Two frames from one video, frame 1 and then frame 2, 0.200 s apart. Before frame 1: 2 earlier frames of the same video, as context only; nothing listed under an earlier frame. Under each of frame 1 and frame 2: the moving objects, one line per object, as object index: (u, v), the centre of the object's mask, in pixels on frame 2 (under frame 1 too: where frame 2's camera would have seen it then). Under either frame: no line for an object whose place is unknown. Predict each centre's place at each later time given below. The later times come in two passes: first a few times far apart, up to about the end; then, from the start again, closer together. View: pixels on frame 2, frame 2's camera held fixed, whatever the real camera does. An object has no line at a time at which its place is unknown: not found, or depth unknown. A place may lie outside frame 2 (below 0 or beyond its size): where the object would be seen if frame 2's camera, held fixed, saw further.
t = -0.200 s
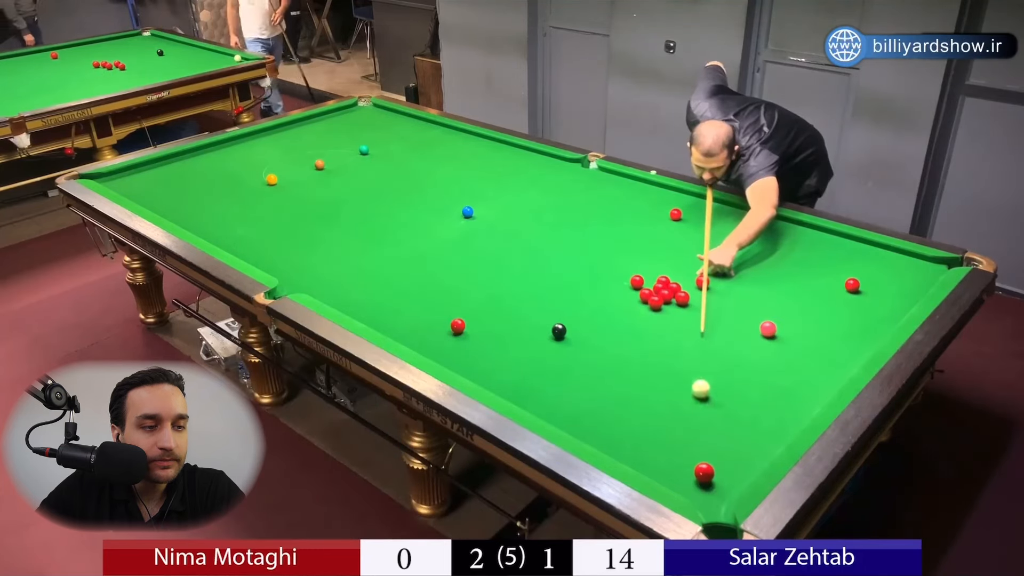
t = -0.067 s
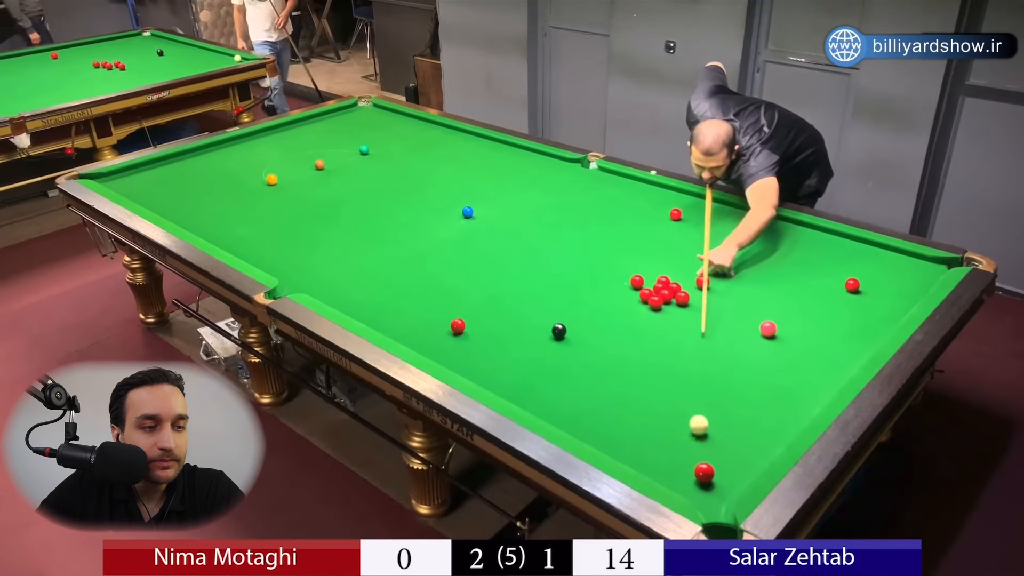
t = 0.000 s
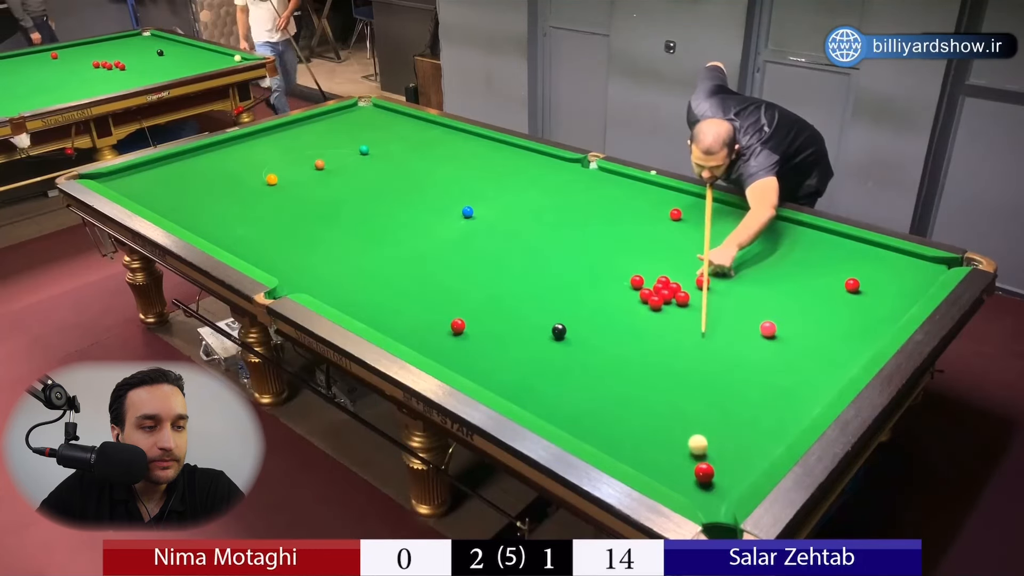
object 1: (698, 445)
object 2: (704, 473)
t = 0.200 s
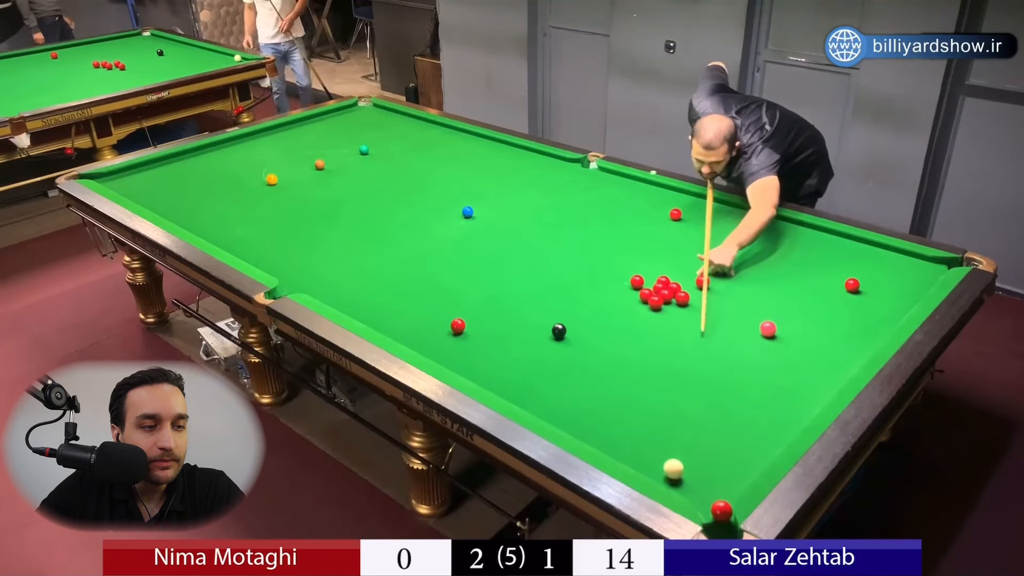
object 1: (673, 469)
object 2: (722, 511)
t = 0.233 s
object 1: (669, 472)
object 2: (720, 517)
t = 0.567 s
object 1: (662, 455)
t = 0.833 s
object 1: (666, 434)
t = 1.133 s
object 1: (670, 413)
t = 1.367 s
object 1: (672, 399)
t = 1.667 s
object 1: (675, 384)
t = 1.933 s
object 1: (677, 372)
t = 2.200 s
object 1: (679, 362)
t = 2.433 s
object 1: (680, 354)
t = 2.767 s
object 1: (682, 345)
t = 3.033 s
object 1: (684, 339)
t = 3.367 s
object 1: (687, 334)
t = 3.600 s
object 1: (688, 331)
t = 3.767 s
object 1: (689, 330)
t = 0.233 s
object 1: (669, 472)
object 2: (720, 517)
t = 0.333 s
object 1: (660, 476)
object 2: (715, 533)
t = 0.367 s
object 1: (659, 473)
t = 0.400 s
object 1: (660, 470)
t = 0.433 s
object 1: (660, 467)
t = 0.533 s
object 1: (662, 458)
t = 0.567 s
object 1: (662, 455)
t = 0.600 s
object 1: (663, 452)
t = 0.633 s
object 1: (663, 449)
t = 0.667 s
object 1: (664, 447)
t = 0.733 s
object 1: (665, 441)
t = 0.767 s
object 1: (665, 439)
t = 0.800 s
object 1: (666, 436)
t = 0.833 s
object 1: (666, 434)
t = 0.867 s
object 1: (666, 431)
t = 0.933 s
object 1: (667, 427)
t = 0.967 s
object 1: (668, 424)
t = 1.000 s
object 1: (668, 422)
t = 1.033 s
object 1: (668, 420)
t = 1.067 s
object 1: (669, 417)
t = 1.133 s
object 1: (670, 413)
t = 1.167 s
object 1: (670, 411)
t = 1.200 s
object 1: (670, 409)
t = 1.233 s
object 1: (671, 407)
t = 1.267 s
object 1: (671, 405)
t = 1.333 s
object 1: (672, 401)
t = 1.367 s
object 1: (672, 399)
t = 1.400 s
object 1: (672, 397)
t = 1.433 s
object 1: (673, 396)
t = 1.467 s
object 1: (673, 394)
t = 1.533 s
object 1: (674, 390)
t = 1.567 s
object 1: (674, 389)
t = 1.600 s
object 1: (674, 387)
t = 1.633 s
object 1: (675, 385)
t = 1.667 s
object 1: (675, 384)
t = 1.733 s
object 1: (675, 381)
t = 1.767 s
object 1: (676, 379)
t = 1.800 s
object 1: (676, 378)
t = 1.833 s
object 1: (676, 376)
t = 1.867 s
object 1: (676, 375)
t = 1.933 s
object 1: (677, 372)
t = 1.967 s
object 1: (677, 371)
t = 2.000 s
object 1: (677, 369)
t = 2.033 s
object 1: (678, 368)
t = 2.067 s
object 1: (678, 367)
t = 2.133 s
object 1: (678, 364)
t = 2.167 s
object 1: (678, 363)
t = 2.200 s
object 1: (679, 362)
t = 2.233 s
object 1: (679, 361)
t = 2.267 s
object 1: (679, 360)
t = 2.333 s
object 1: (679, 357)
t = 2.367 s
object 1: (680, 356)
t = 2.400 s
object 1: (680, 355)
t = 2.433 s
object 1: (680, 354)
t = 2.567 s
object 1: (681, 350)
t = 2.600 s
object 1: (681, 350)
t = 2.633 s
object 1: (681, 348)
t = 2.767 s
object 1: (682, 345)
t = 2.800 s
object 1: (682, 344)
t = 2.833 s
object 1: (682, 344)
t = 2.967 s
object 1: (683, 341)
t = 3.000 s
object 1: (683, 340)
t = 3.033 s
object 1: (684, 339)
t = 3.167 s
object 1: (685, 337)
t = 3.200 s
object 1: (685, 336)
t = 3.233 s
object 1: (685, 336)
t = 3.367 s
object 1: (687, 334)
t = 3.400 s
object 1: (687, 333)
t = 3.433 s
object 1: (687, 333)
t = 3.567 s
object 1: (688, 331)
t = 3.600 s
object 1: (688, 331)
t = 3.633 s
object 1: (688, 331)
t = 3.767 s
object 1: (689, 330)
